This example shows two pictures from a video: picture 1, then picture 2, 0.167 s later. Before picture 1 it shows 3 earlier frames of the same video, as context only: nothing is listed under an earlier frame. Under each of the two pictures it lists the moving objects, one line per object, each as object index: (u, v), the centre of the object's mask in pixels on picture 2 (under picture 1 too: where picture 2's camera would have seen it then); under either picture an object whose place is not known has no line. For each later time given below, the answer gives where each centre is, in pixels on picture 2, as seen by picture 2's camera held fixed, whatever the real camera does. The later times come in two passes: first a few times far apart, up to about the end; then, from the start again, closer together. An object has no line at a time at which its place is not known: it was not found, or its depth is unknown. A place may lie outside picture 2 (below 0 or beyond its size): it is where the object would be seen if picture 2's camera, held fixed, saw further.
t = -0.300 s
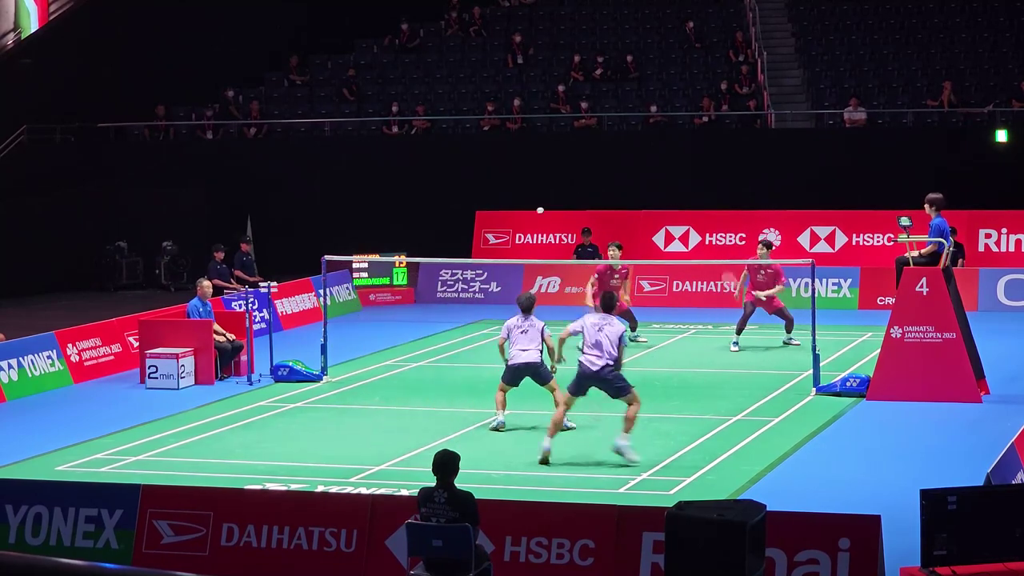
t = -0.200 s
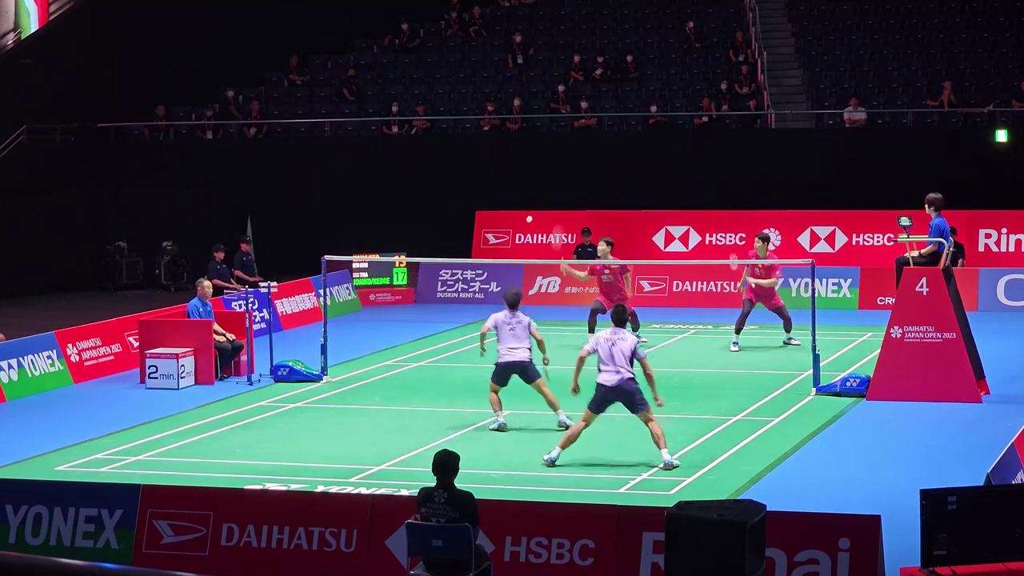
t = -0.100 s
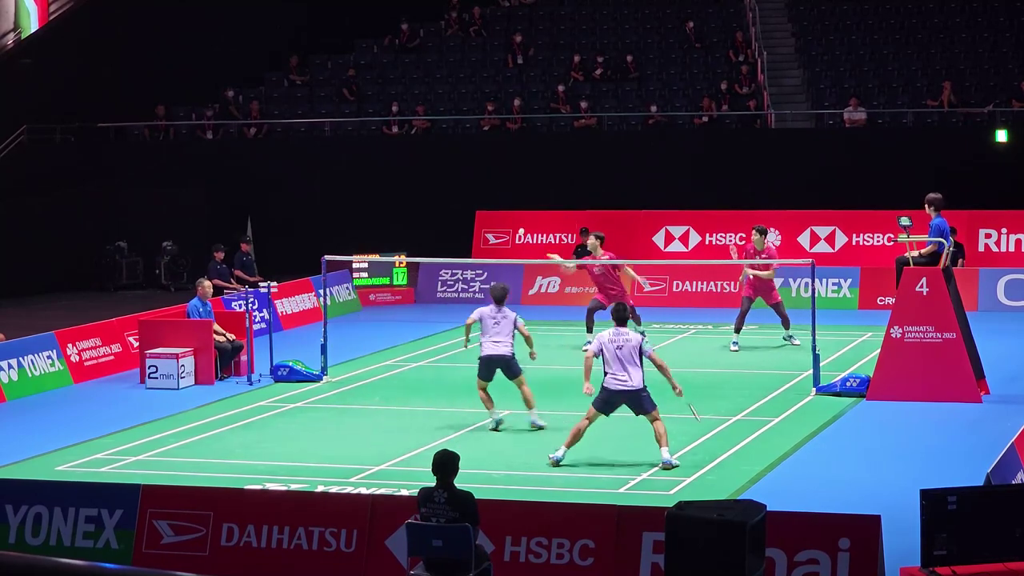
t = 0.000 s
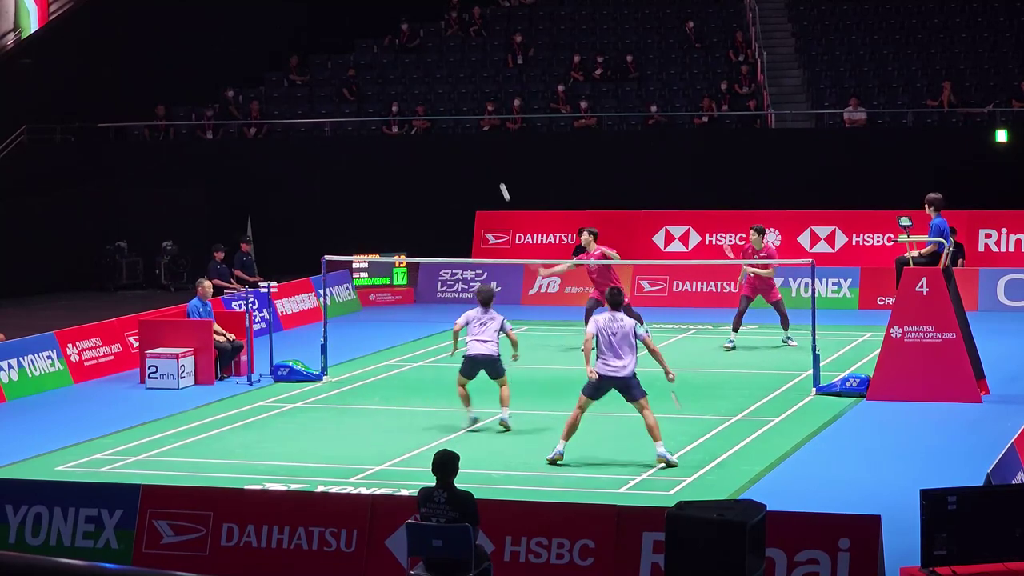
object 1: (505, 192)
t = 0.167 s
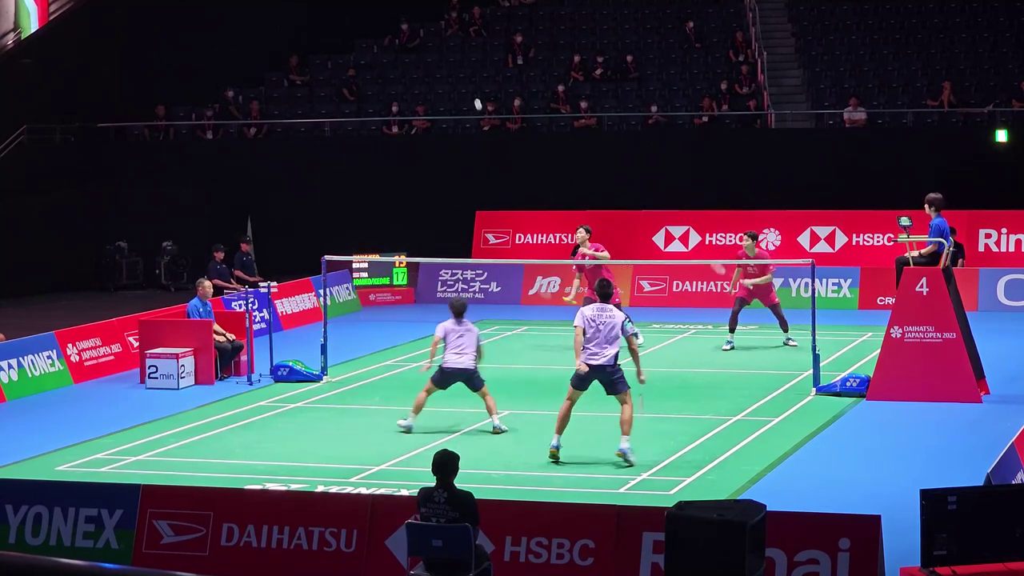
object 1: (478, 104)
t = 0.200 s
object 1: (474, 92)
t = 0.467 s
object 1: (446, 49)
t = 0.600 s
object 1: (434, 53)
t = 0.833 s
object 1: (416, 95)
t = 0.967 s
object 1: (406, 138)
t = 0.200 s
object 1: (474, 92)
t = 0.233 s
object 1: (470, 82)
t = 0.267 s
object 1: (466, 73)
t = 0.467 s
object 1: (446, 49)
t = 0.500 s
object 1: (443, 48)
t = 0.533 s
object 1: (440, 49)
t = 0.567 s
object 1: (437, 50)
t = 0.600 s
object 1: (434, 53)
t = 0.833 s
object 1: (416, 95)
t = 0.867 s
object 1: (414, 105)
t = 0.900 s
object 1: (411, 115)
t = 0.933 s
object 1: (409, 126)
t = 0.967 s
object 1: (406, 138)
